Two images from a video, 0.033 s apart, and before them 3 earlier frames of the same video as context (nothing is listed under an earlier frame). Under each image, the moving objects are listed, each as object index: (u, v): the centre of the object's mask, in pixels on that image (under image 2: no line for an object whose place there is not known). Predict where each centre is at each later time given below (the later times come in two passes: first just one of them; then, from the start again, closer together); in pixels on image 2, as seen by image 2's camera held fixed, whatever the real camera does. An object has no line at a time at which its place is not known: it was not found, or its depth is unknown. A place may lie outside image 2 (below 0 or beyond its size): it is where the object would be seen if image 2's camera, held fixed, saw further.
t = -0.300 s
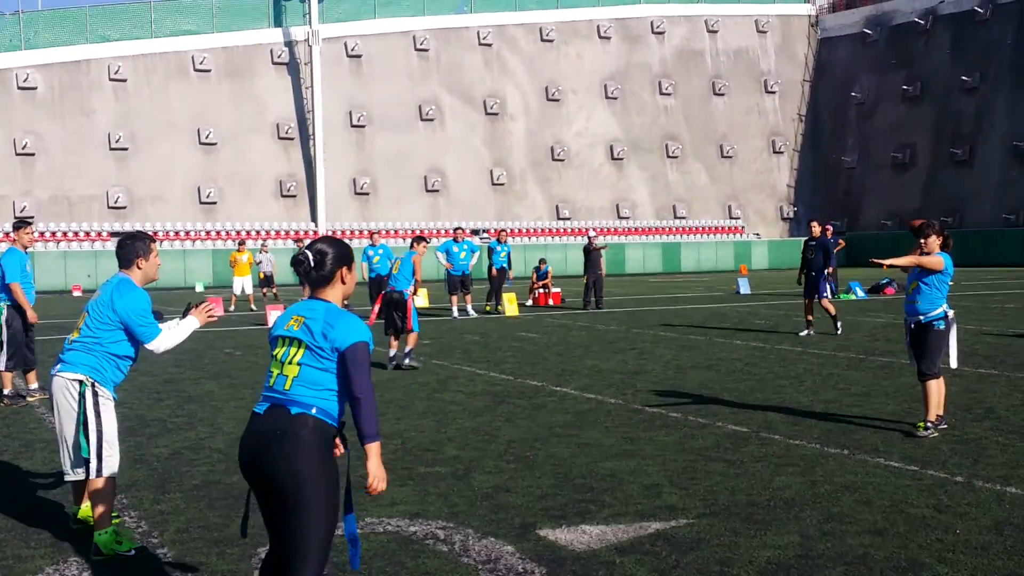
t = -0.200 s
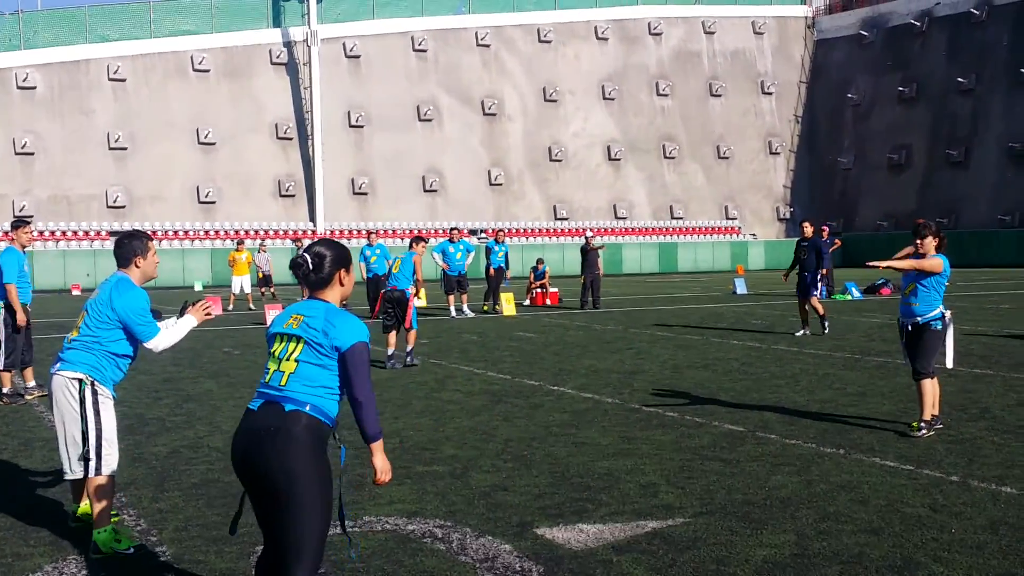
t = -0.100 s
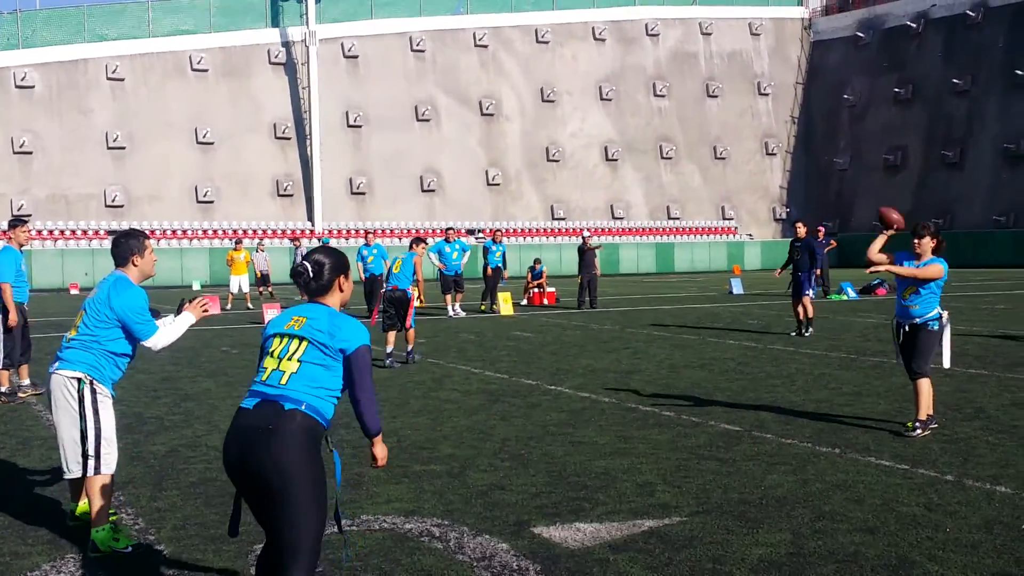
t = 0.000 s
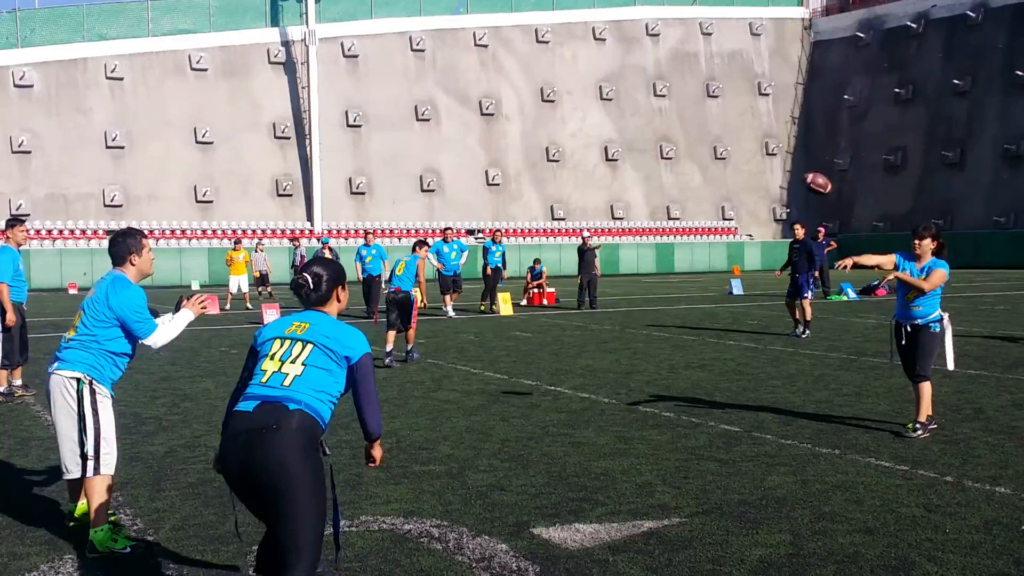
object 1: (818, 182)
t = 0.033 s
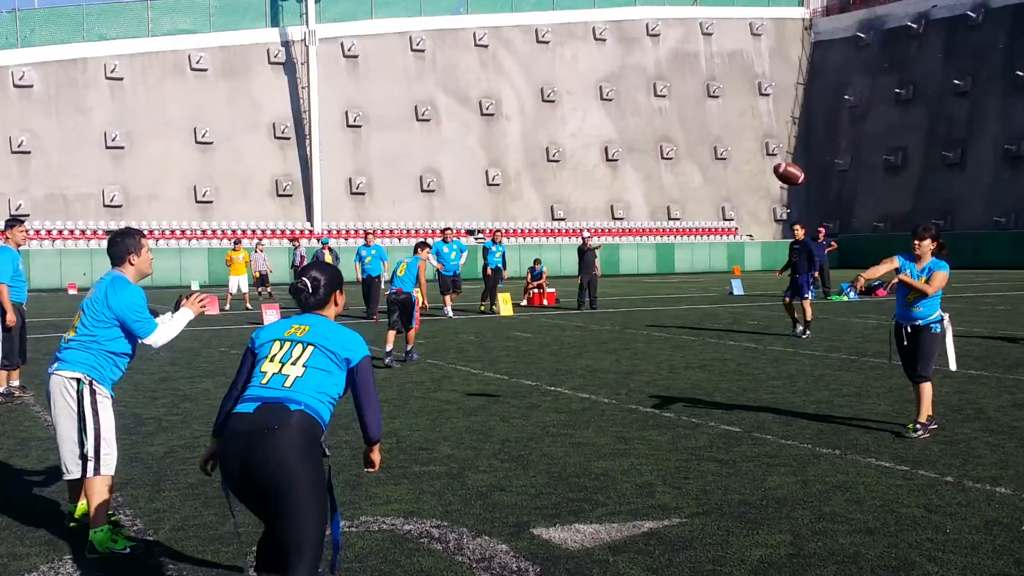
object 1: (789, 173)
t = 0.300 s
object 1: (520, 133)
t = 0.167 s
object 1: (666, 143)
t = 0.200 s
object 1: (632, 138)
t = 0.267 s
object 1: (559, 133)
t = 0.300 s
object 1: (520, 133)
